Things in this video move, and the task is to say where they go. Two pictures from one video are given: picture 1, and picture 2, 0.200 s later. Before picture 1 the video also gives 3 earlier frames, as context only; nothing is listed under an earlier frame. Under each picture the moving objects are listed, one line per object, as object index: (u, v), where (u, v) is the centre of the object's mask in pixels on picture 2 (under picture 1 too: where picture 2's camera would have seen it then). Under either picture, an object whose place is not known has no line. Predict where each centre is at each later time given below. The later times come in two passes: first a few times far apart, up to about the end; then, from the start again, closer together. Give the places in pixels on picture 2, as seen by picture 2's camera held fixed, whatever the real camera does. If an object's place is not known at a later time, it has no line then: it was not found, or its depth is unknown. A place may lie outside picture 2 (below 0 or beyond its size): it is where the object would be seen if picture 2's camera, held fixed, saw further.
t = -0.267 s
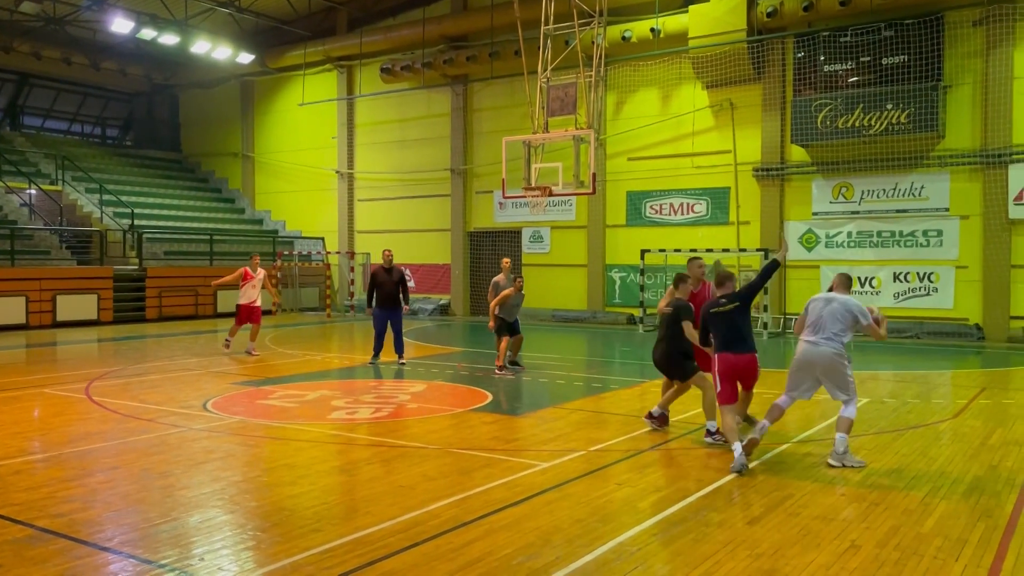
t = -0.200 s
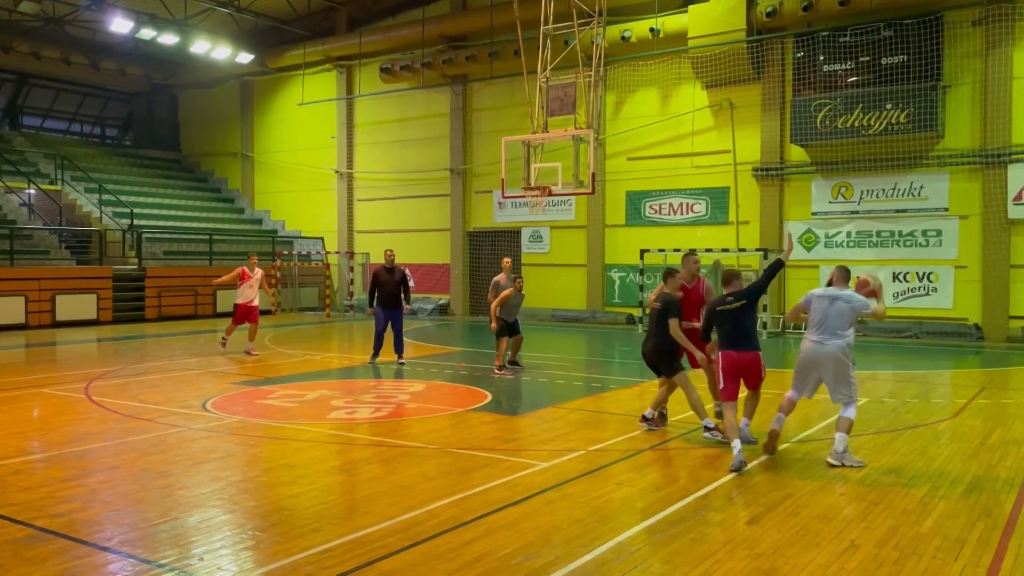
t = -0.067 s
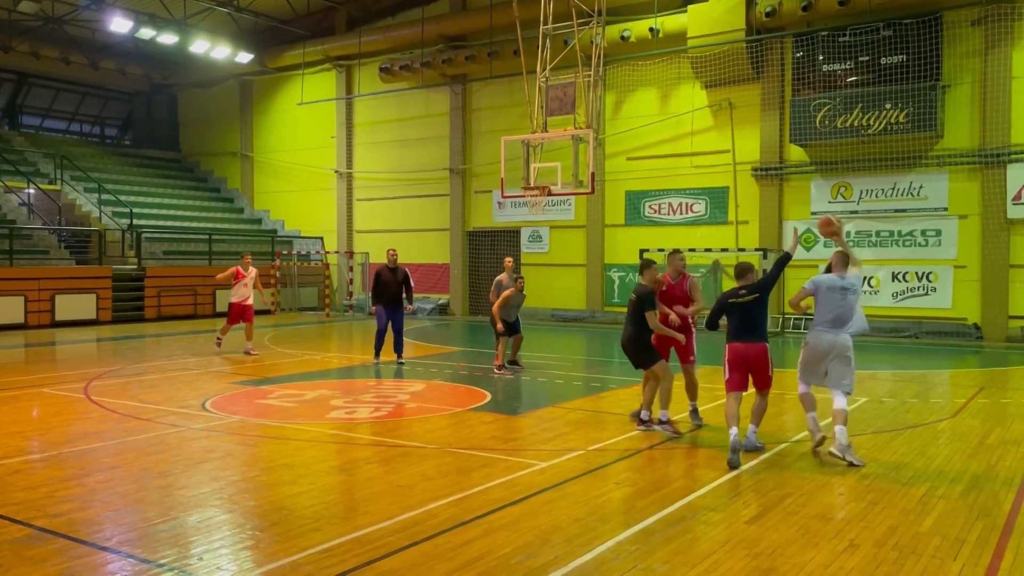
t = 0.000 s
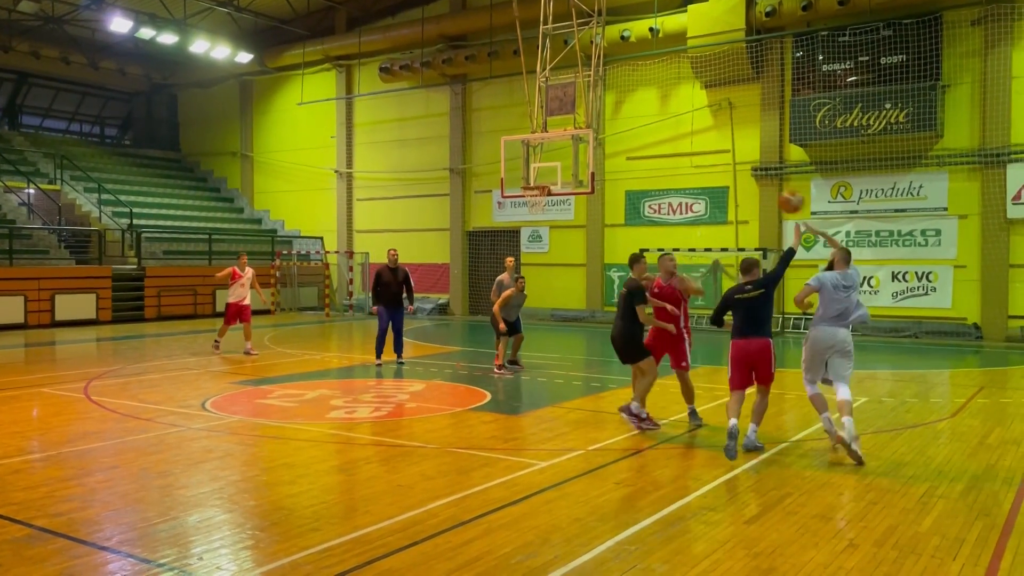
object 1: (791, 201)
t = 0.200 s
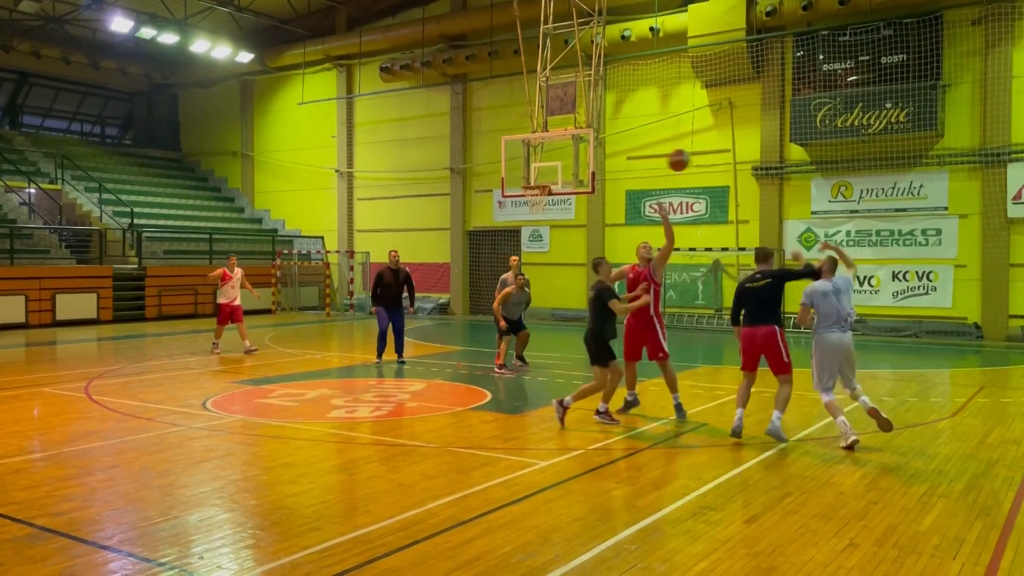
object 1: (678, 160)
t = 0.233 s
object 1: (661, 157)
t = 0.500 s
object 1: (523, 169)
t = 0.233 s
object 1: (661, 157)
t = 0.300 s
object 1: (624, 154)
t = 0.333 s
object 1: (607, 154)
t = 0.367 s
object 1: (590, 156)
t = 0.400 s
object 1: (572, 158)
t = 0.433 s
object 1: (556, 160)
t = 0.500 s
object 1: (523, 169)
